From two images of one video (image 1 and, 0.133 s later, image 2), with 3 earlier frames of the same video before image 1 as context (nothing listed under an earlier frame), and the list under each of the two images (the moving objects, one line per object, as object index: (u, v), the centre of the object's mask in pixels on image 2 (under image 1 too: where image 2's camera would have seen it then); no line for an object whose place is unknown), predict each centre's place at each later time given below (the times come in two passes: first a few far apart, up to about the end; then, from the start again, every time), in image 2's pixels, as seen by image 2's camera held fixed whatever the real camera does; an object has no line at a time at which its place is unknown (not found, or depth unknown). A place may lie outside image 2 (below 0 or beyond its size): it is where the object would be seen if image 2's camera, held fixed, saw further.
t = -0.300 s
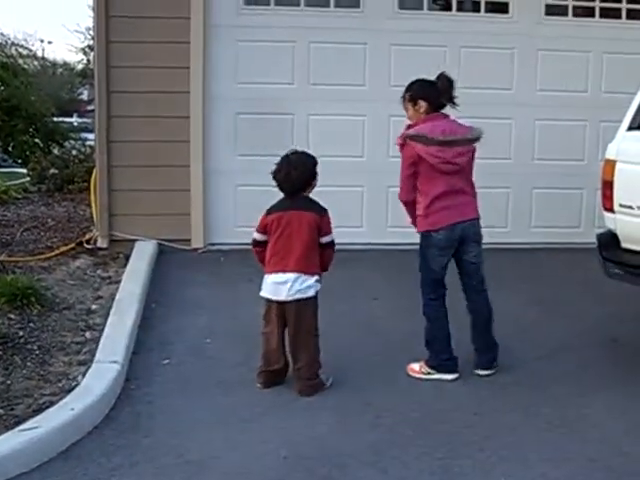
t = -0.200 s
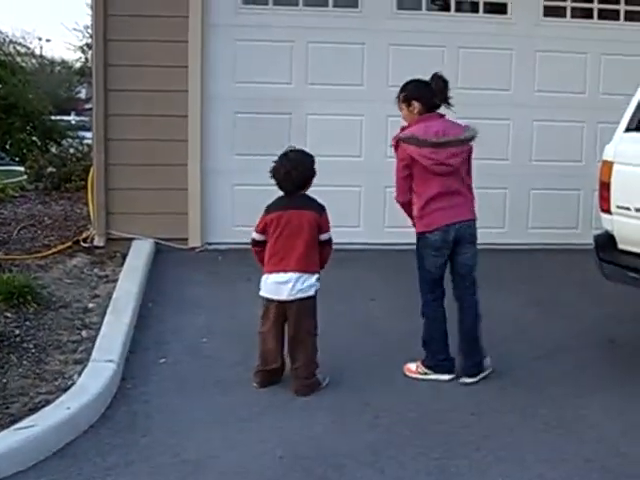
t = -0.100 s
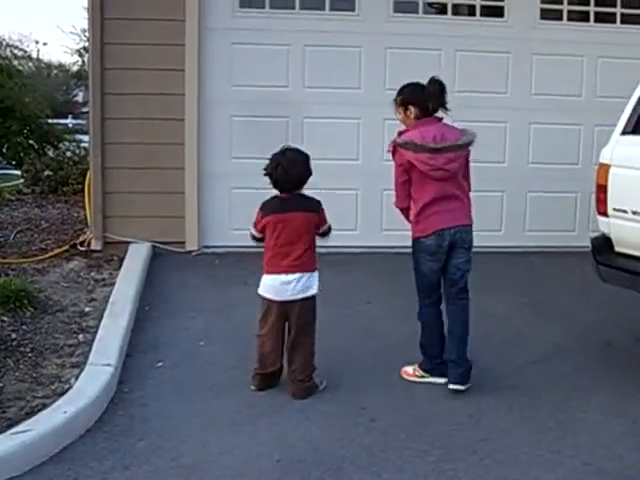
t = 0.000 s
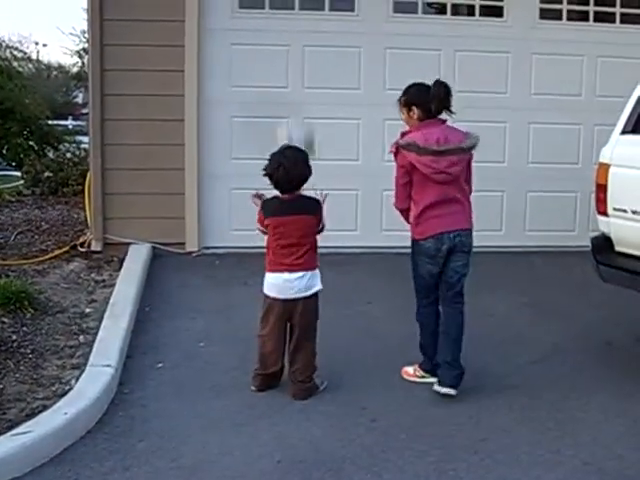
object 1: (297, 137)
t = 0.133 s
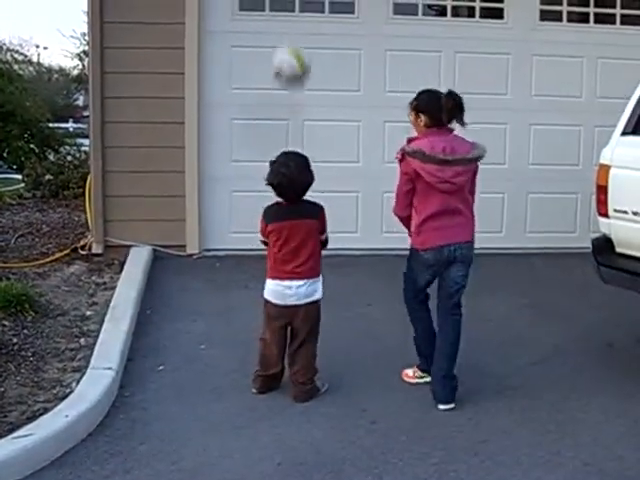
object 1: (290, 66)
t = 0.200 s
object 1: (288, 39)
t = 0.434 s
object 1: (279, 12)
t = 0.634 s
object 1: (271, 66)
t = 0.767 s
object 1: (267, 135)
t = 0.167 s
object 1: (290, 51)
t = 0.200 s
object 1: (288, 39)
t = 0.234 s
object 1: (287, 29)
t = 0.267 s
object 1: (286, 22)
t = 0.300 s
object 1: (285, 15)
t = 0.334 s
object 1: (283, 12)
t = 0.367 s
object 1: (282, 11)
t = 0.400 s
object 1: (281, 10)
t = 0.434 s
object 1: (279, 12)
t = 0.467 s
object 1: (278, 15)
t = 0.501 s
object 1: (277, 21)
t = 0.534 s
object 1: (276, 30)
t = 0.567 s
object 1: (274, 40)
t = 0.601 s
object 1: (272, 53)
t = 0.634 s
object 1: (271, 66)
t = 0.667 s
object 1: (270, 79)
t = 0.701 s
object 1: (268, 95)
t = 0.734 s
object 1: (267, 112)
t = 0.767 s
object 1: (267, 135)
